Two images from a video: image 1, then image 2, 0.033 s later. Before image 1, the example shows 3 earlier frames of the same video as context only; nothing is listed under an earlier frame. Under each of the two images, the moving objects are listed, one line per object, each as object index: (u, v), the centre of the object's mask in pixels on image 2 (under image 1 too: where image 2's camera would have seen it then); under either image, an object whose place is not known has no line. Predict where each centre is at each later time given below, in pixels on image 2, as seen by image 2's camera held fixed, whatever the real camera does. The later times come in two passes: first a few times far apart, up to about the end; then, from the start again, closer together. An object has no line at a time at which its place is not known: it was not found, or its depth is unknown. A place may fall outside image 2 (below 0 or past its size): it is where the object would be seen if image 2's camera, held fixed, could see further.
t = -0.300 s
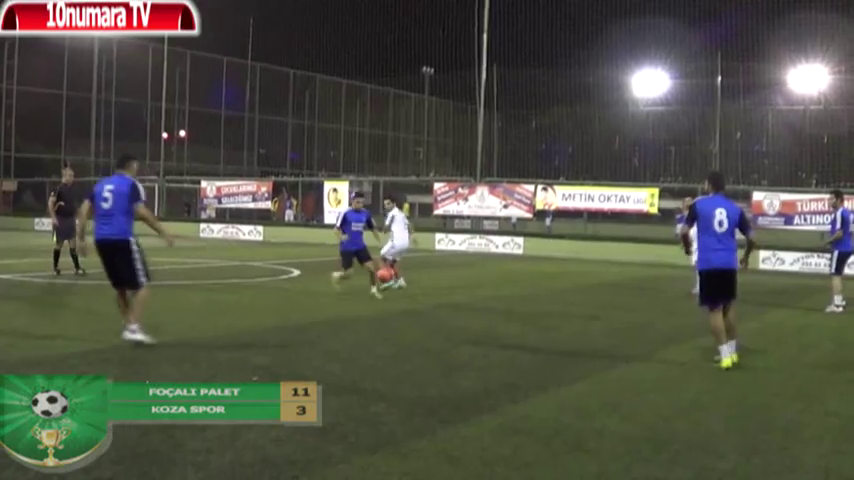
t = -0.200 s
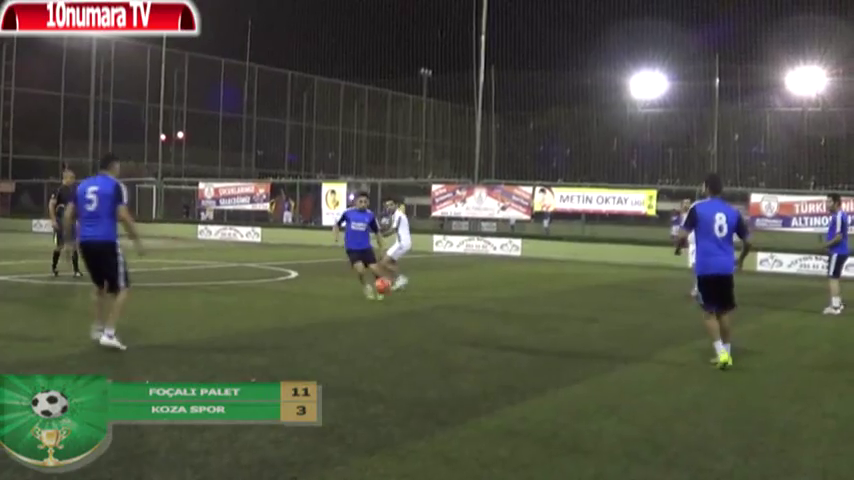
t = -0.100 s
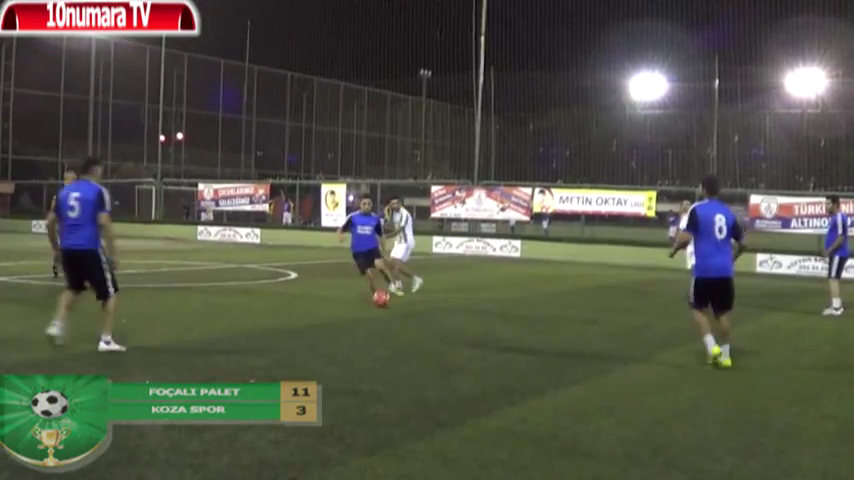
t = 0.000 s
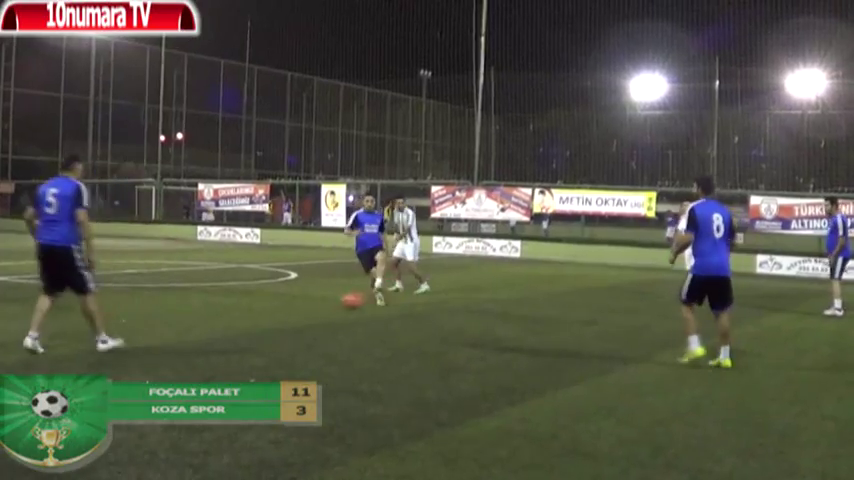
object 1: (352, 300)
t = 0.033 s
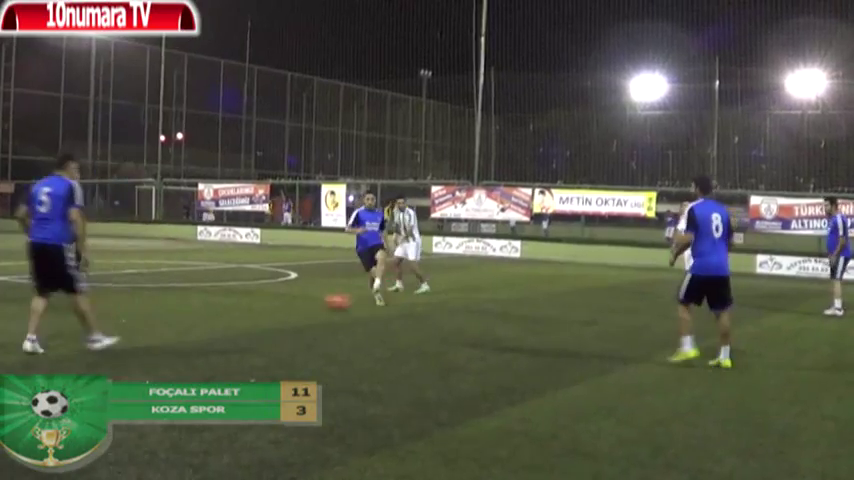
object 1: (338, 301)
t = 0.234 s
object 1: (245, 304)
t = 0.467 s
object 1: (152, 306)
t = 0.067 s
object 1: (322, 300)
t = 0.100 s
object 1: (307, 299)
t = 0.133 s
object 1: (294, 299)
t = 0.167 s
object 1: (278, 299)
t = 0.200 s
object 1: (261, 302)
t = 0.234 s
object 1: (245, 304)
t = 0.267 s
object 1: (231, 308)
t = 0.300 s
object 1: (215, 306)
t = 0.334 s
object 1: (203, 305)
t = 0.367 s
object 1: (191, 303)
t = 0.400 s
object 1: (176, 303)
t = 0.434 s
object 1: (165, 303)
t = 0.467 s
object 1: (152, 306)
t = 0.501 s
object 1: (136, 309)
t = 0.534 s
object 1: (126, 313)
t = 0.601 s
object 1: (93, 317)
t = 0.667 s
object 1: (64, 314)
